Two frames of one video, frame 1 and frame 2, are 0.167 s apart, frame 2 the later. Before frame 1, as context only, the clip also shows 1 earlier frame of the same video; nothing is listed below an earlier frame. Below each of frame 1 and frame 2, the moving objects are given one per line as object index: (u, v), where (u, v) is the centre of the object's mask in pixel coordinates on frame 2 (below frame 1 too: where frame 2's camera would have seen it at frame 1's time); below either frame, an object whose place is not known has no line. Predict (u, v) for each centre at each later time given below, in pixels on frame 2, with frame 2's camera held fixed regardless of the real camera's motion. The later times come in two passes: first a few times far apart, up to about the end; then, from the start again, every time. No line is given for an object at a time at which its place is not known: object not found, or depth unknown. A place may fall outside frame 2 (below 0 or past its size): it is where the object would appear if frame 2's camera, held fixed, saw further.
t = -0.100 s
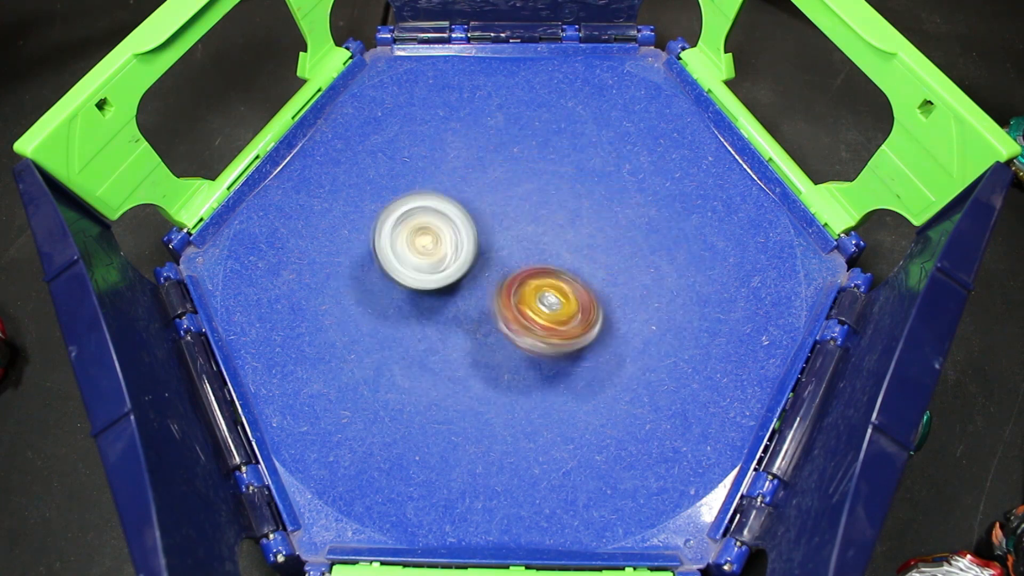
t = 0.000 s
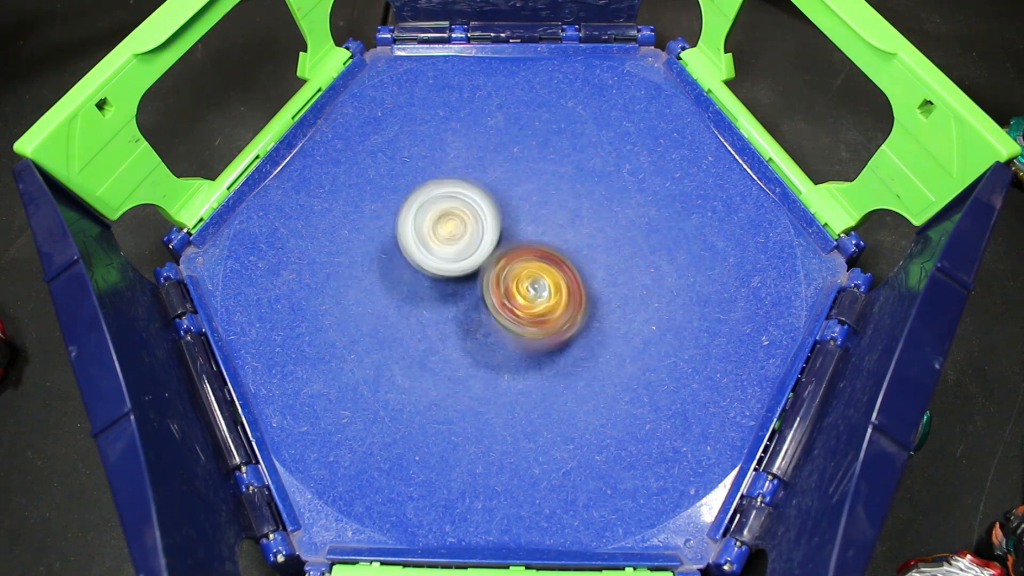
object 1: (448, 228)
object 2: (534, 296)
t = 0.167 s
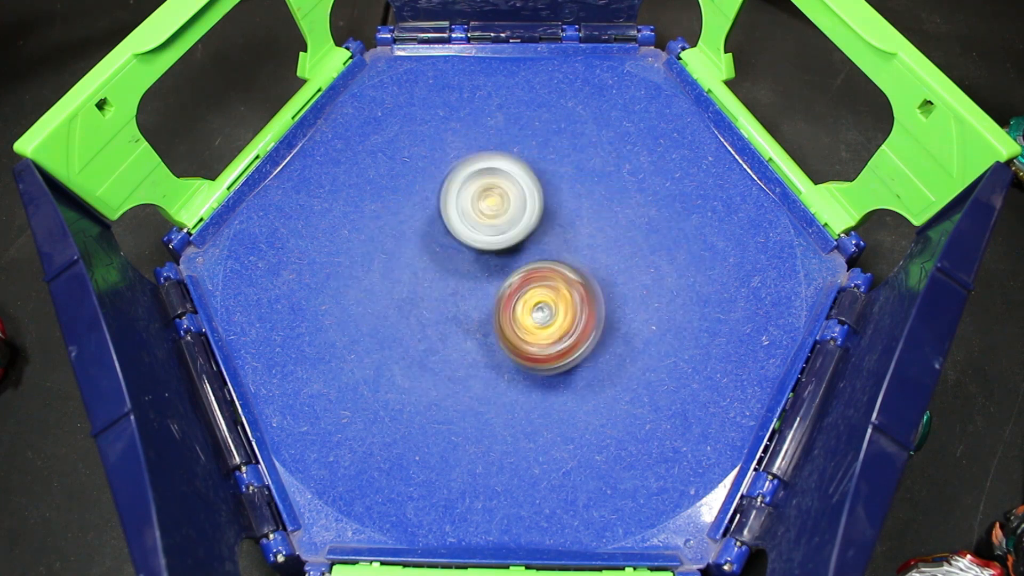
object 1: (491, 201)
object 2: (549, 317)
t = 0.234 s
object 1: (509, 203)
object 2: (540, 317)
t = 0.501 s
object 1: (583, 221)
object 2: (496, 326)
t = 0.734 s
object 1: (602, 264)
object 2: (431, 311)
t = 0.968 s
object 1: (566, 306)
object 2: (368, 343)
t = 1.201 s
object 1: (506, 300)
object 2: (401, 372)
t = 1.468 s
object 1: (510, 233)
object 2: (415, 373)
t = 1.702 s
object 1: (558, 204)
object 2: (448, 340)
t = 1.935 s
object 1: (602, 221)
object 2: (409, 310)
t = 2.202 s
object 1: (598, 273)
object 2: (411, 309)
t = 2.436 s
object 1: (535, 289)
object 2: (450, 334)
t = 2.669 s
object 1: (519, 268)
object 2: (451, 341)
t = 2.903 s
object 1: (532, 241)
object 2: (450, 340)
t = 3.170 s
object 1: (568, 246)
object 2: (450, 340)
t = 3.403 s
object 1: (573, 274)
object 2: (450, 340)
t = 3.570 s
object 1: (552, 285)
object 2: (450, 340)
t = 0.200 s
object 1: (499, 201)
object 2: (542, 319)
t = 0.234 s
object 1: (509, 203)
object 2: (540, 317)
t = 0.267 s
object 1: (519, 205)
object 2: (546, 314)
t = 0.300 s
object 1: (527, 207)
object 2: (552, 317)
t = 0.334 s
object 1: (536, 211)
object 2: (549, 321)
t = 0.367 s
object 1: (544, 216)
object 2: (541, 326)
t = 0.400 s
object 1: (551, 222)
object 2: (530, 323)
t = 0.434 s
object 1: (557, 226)
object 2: (518, 322)
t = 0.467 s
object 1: (572, 223)
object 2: (507, 325)
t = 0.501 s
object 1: (583, 221)
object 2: (496, 326)
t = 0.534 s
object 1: (589, 223)
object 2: (488, 325)
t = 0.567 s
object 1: (593, 229)
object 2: (480, 324)
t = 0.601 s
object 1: (597, 234)
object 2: (472, 323)
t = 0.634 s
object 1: (599, 241)
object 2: (464, 320)
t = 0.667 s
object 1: (602, 248)
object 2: (454, 318)
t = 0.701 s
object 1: (603, 256)
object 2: (443, 314)
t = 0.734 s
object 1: (602, 264)
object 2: (431, 311)
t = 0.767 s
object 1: (601, 271)
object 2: (418, 310)
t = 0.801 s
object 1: (597, 278)
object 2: (403, 311)
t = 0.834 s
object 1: (593, 286)
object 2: (389, 315)
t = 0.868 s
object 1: (587, 291)
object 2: (379, 321)
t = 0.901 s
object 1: (580, 297)
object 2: (373, 329)
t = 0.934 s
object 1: (575, 302)
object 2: (370, 337)
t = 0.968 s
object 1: (566, 306)
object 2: (368, 343)
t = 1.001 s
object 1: (559, 308)
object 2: (369, 349)
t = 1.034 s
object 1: (549, 310)
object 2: (372, 354)
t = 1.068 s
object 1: (539, 310)
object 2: (375, 359)
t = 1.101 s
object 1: (531, 309)
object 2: (380, 364)
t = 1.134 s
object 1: (521, 307)
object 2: (386, 367)
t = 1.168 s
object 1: (514, 305)
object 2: (393, 370)
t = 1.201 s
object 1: (506, 300)
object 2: (401, 372)
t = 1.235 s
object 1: (499, 296)
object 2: (409, 373)
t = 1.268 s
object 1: (496, 289)
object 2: (417, 372)
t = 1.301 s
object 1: (498, 277)
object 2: (415, 373)
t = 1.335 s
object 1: (501, 267)
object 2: (414, 373)
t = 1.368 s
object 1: (502, 258)
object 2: (413, 373)
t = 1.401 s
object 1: (504, 249)
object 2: (413, 374)
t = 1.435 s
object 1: (507, 241)
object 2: (414, 373)
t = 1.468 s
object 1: (510, 233)
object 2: (415, 373)
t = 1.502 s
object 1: (514, 227)
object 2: (418, 372)
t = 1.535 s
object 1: (520, 220)
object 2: (423, 370)
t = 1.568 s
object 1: (526, 216)
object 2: (429, 368)
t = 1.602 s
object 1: (533, 211)
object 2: (435, 364)
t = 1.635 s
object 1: (542, 208)
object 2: (441, 358)
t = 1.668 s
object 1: (549, 205)
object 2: (446, 349)
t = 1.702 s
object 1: (558, 204)
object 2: (448, 340)
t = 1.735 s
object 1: (564, 203)
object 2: (447, 330)
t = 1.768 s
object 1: (572, 203)
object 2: (442, 323)
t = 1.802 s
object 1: (580, 205)
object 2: (437, 316)
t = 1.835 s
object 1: (586, 208)
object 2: (430, 313)
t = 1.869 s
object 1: (592, 211)
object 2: (422, 310)
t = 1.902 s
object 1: (597, 216)
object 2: (415, 309)
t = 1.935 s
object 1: (602, 221)
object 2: (409, 310)
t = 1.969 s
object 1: (606, 227)
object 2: (403, 311)
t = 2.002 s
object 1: (609, 233)
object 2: (399, 312)
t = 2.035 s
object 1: (610, 240)
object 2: (396, 313)
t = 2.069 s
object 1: (611, 247)
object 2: (396, 312)
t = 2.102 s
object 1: (609, 254)
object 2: (398, 312)
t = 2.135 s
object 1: (606, 261)
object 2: (401, 311)
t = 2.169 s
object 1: (603, 267)
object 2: (405, 310)
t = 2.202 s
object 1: (598, 273)
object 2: (411, 309)
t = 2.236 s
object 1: (592, 277)
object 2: (417, 309)
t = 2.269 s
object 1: (584, 283)
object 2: (424, 311)
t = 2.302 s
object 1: (575, 286)
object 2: (431, 313)
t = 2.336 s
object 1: (566, 289)
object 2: (439, 317)
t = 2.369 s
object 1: (556, 289)
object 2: (443, 322)
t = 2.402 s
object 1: (546, 289)
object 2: (447, 328)
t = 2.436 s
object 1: (535, 289)
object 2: (450, 334)
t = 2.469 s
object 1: (533, 288)
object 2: (450, 338)
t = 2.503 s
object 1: (533, 287)
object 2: (448, 339)
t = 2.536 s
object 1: (530, 286)
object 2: (450, 340)
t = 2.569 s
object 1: (523, 281)
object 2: (451, 341)
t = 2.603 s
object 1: (521, 276)
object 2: (452, 342)
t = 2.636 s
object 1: (522, 273)
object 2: (451, 342)
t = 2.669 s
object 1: (519, 268)
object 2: (451, 341)
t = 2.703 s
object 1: (518, 263)
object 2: (449, 340)
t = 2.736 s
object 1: (521, 258)
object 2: (448, 338)
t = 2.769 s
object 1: (522, 254)
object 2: (448, 338)
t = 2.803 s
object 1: (522, 249)
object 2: (449, 339)
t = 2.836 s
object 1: (527, 246)
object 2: (450, 340)
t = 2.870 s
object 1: (531, 244)
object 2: (451, 341)
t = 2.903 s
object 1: (532, 241)
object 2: (450, 340)
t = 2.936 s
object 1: (539, 239)
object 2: (449, 339)
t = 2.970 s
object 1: (542, 238)
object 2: (448, 339)
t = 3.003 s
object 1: (546, 238)
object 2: (449, 339)
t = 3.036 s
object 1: (553, 237)
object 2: (450, 340)
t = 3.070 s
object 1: (556, 239)
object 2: (450, 340)
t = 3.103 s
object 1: (560, 241)
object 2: (449, 339)
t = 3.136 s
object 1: (566, 242)
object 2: (449, 339)
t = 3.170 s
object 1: (568, 246)
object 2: (450, 340)
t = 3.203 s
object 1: (571, 251)
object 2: (450, 340)
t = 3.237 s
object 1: (573, 253)
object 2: (449, 339)
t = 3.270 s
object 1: (575, 257)
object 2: (450, 340)
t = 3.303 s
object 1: (576, 262)
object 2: (450, 340)
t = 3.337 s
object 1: (574, 267)
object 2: (449, 339)
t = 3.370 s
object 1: (573, 271)
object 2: (450, 340)
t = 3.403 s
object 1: (573, 274)
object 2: (450, 340)
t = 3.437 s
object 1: (569, 278)
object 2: (450, 340)
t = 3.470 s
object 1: (565, 281)
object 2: (450, 340)
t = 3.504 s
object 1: (562, 283)
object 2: (450, 340)
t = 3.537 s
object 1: (556, 285)
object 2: (450, 340)
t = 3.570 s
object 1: (552, 285)
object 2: (450, 340)
